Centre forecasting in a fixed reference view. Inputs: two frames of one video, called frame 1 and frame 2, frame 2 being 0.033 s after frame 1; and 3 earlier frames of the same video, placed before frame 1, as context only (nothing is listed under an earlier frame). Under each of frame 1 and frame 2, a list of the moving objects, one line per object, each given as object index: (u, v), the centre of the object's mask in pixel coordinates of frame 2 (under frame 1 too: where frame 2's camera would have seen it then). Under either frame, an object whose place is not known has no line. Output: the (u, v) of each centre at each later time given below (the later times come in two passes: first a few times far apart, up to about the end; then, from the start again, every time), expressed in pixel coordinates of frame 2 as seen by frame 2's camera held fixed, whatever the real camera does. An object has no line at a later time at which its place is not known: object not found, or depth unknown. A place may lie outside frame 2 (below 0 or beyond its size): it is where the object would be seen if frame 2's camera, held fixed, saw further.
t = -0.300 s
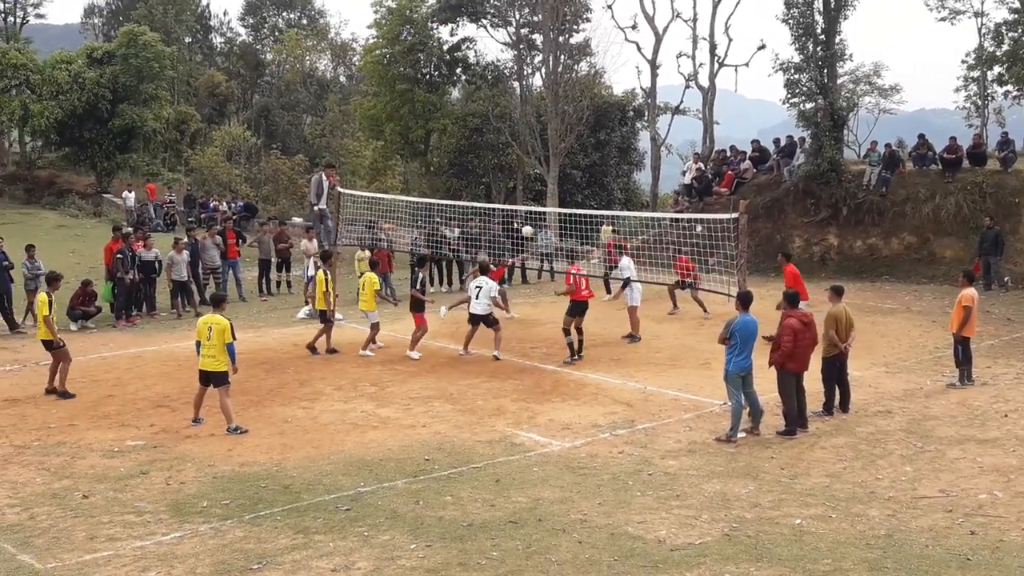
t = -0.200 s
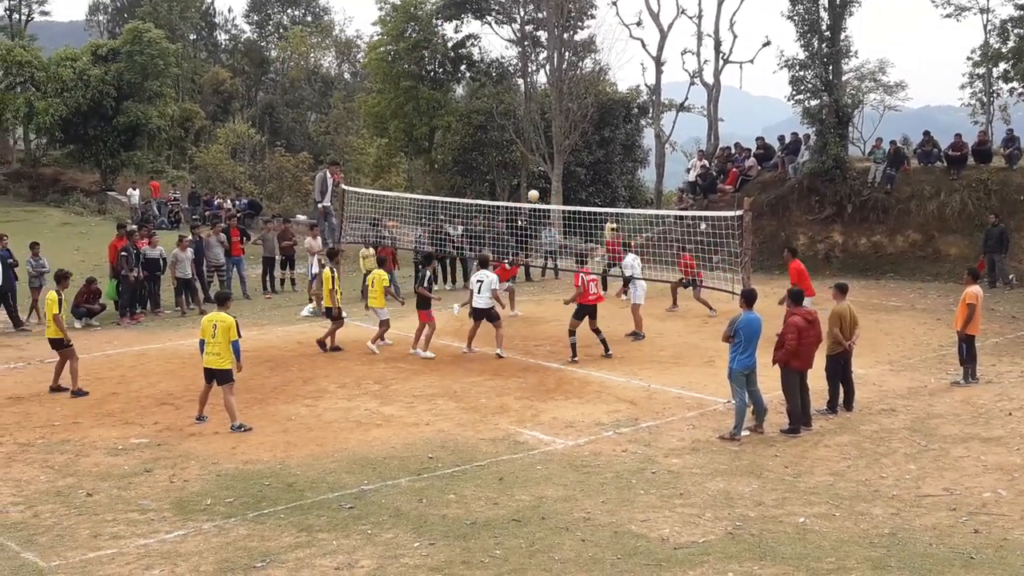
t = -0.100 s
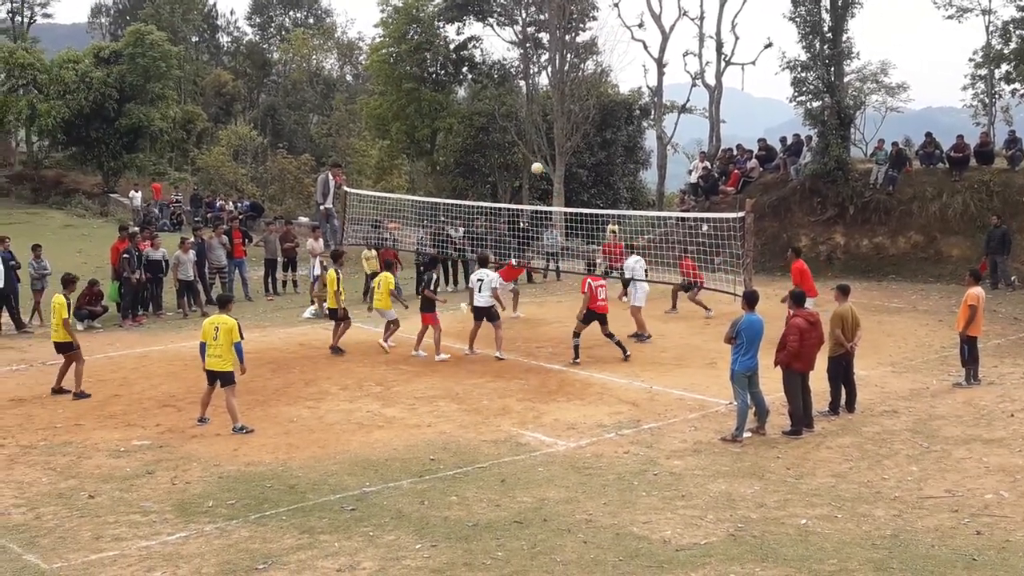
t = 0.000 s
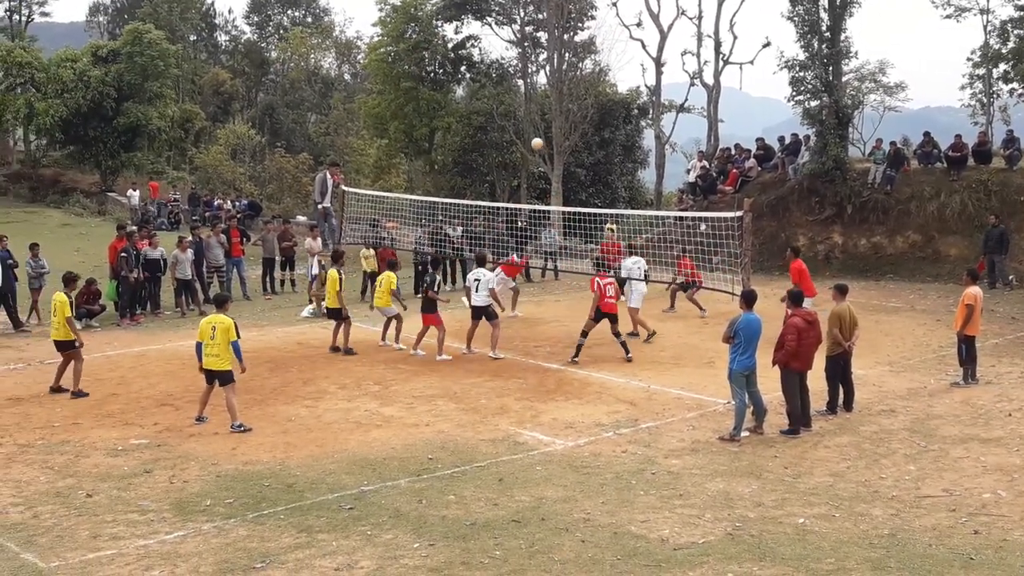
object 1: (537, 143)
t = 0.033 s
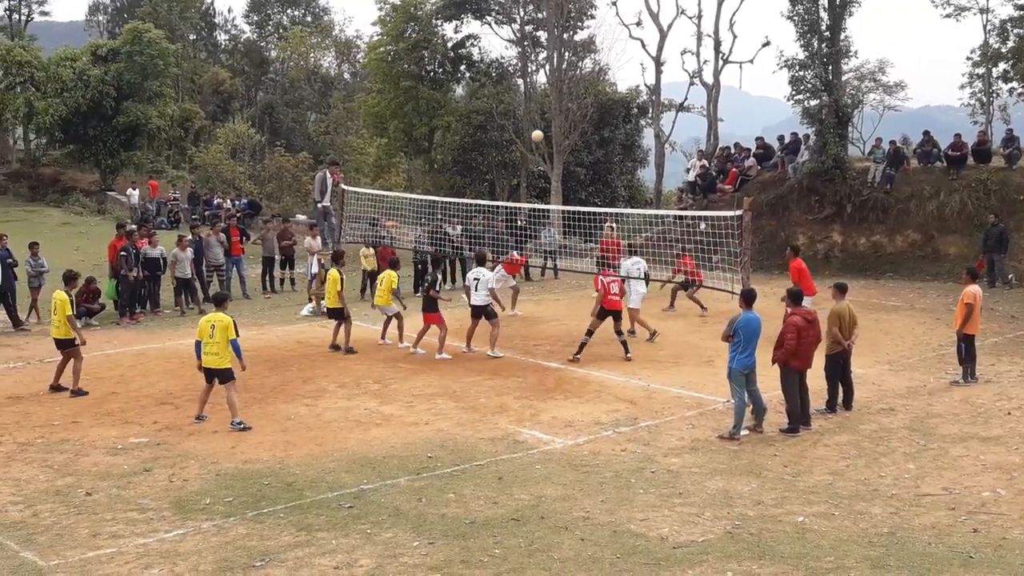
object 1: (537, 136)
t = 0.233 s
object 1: (540, 107)
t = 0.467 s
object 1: (544, 100)
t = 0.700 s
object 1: (548, 124)
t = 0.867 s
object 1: (550, 159)
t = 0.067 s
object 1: (537, 129)
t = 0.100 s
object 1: (538, 123)
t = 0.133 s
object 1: (538, 118)
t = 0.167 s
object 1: (539, 114)
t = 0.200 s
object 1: (540, 110)
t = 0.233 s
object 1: (540, 107)
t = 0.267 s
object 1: (540, 104)
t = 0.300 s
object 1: (541, 102)
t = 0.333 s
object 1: (541, 100)
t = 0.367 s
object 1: (542, 99)
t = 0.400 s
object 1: (543, 99)
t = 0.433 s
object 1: (543, 99)
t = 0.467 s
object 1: (544, 100)
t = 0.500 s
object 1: (544, 101)
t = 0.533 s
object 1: (545, 104)
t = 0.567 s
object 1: (546, 107)
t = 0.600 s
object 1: (546, 110)
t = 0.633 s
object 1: (547, 114)
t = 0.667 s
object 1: (547, 119)
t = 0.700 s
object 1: (548, 124)
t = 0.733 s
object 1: (548, 130)
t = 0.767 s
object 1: (549, 136)
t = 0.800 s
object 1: (549, 143)
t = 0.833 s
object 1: (549, 151)
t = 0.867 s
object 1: (550, 159)
